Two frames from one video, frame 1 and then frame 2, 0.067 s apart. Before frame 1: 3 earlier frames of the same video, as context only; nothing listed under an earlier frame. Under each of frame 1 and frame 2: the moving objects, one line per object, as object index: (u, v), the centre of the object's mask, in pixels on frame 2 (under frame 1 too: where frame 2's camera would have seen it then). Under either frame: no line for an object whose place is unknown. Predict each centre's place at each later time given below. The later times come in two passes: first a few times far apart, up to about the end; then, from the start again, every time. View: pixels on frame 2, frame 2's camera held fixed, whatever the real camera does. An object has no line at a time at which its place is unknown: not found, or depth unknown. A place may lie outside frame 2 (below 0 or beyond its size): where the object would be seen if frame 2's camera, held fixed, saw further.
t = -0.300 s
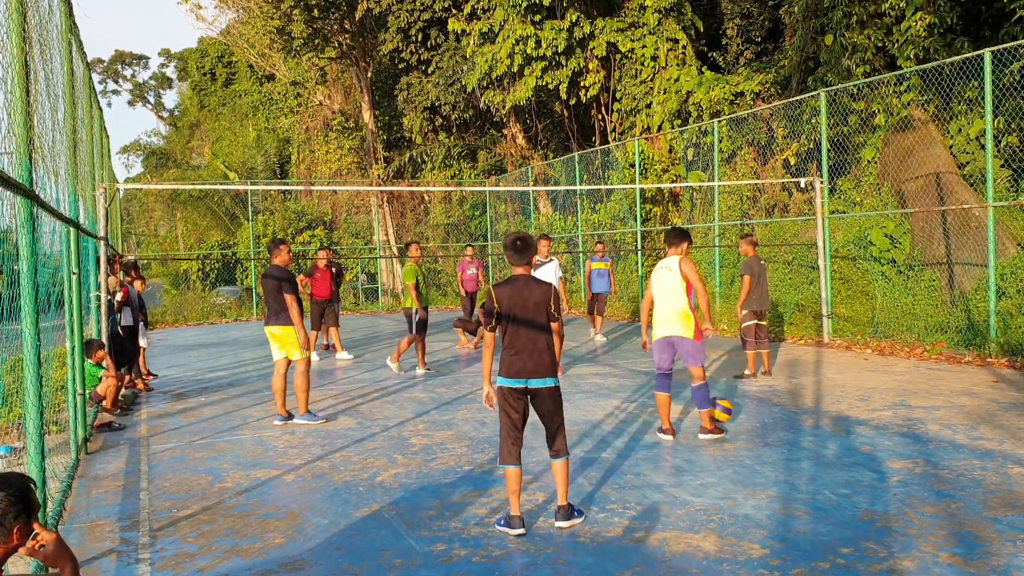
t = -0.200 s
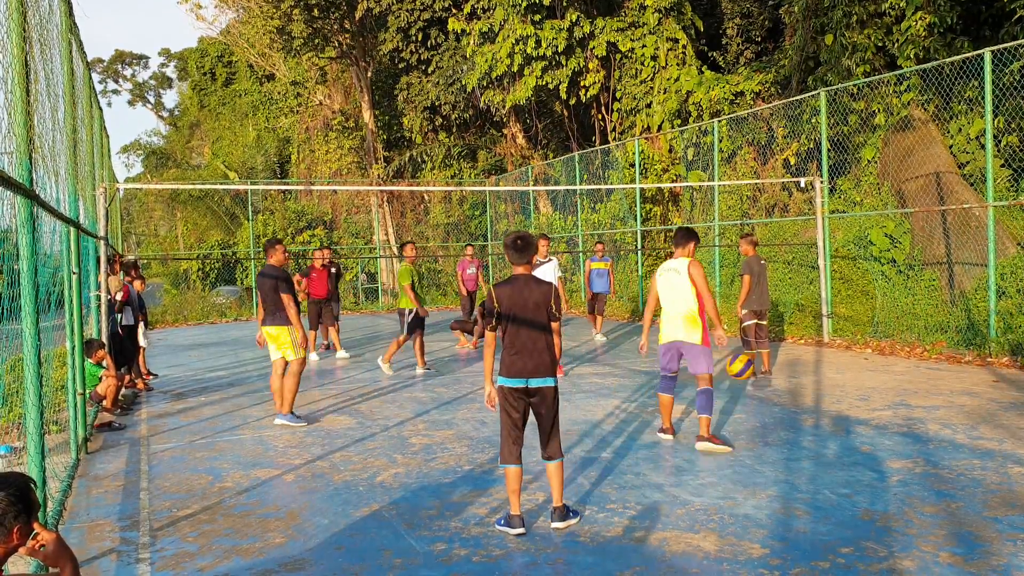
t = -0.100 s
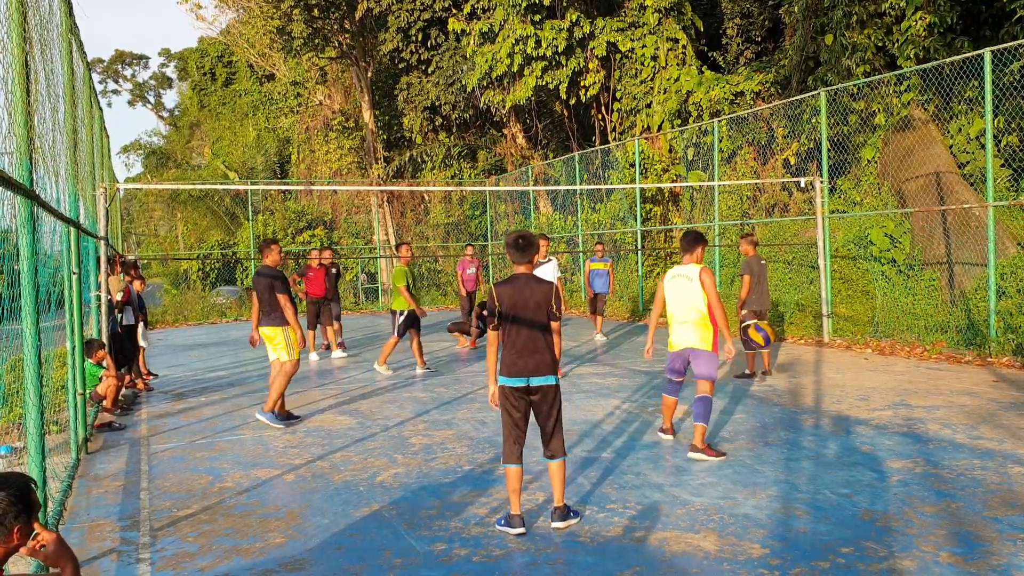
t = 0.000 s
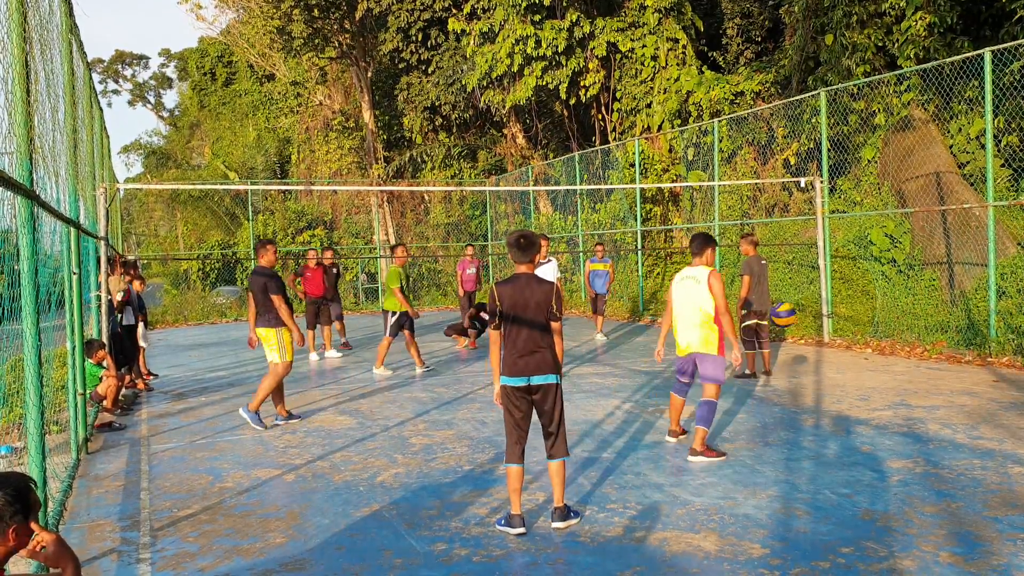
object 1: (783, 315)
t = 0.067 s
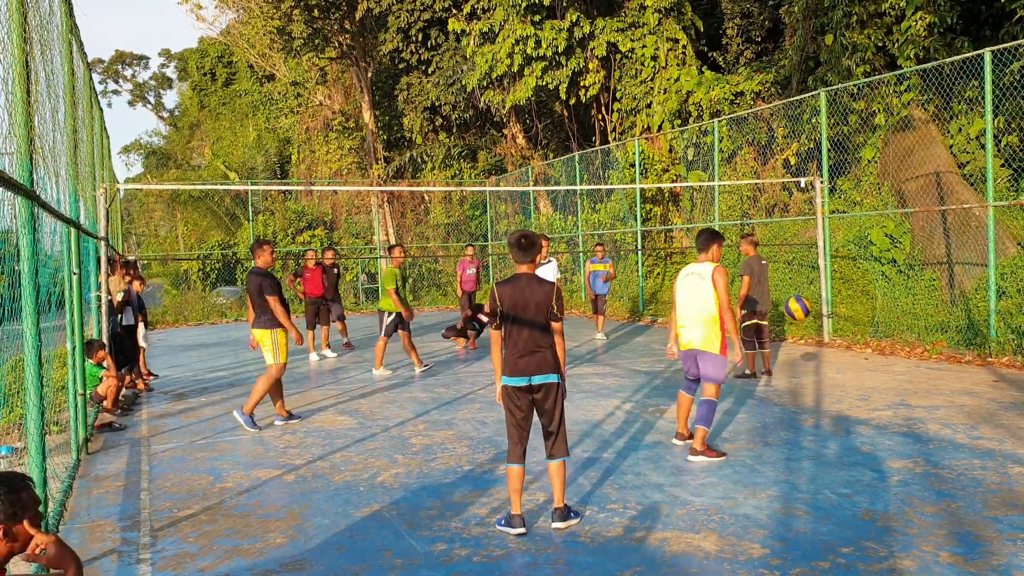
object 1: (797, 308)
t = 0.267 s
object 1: (840, 319)
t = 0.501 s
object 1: (890, 391)
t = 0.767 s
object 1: (944, 337)
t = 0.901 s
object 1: (969, 322)
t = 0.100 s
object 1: (805, 307)
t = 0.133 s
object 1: (812, 306)
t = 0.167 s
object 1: (819, 308)
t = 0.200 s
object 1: (826, 310)
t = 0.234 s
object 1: (833, 314)
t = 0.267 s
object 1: (840, 319)
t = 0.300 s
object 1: (848, 325)
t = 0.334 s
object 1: (855, 333)
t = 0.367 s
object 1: (863, 342)
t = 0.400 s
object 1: (869, 352)
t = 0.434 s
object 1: (876, 363)
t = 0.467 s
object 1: (883, 376)
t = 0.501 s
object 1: (890, 391)
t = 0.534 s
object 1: (897, 406)
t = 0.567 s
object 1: (903, 396)
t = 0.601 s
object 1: (909, 383)
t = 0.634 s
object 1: (916, 371)
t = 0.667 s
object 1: (923, 360)
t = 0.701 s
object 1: (930, 351)
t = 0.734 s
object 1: (937, 344)
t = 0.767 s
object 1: (944, 337)
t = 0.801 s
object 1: (950, 331)
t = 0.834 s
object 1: (956, 327)
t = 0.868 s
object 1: (962, 324)
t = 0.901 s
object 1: (969, 322)
